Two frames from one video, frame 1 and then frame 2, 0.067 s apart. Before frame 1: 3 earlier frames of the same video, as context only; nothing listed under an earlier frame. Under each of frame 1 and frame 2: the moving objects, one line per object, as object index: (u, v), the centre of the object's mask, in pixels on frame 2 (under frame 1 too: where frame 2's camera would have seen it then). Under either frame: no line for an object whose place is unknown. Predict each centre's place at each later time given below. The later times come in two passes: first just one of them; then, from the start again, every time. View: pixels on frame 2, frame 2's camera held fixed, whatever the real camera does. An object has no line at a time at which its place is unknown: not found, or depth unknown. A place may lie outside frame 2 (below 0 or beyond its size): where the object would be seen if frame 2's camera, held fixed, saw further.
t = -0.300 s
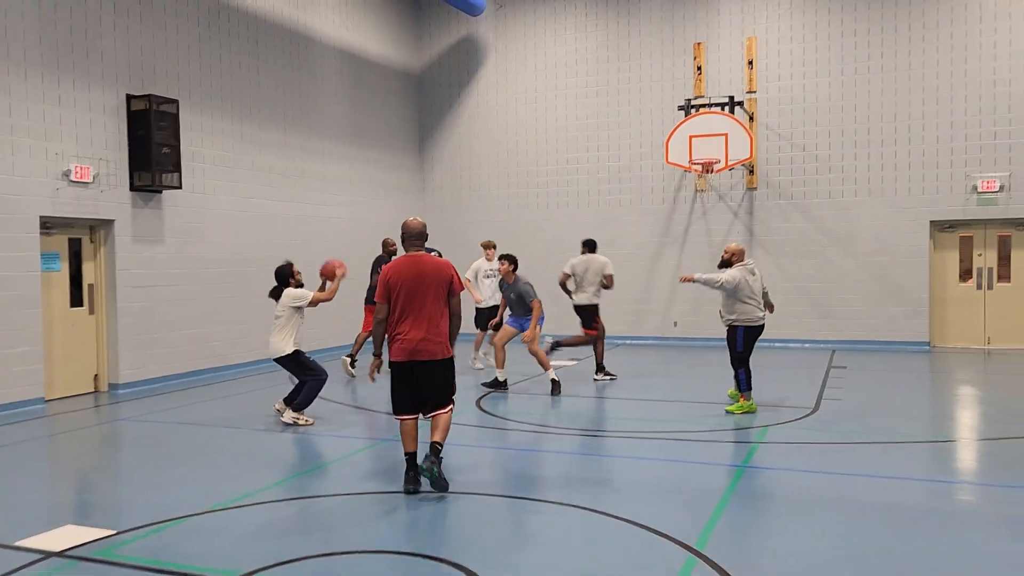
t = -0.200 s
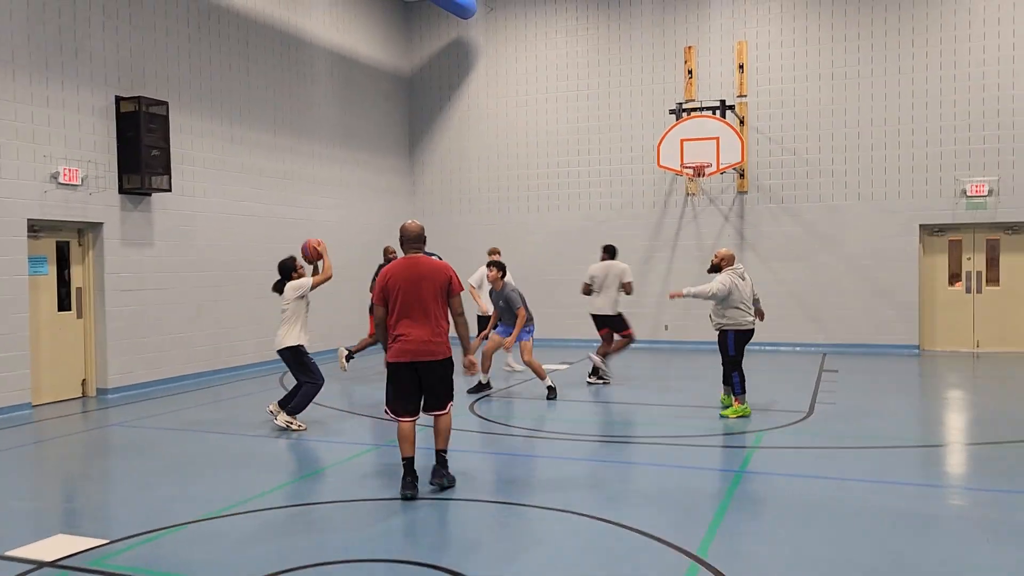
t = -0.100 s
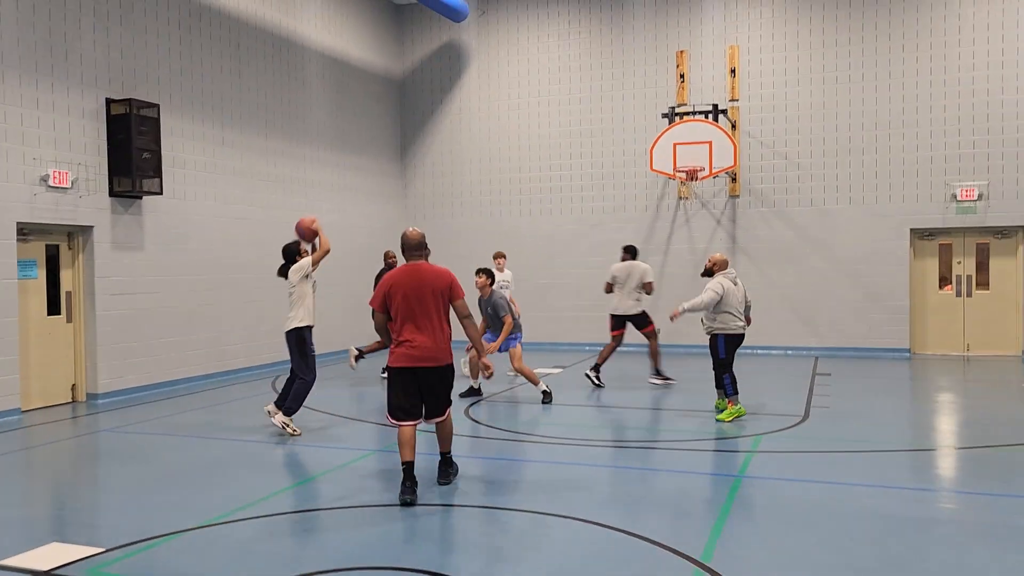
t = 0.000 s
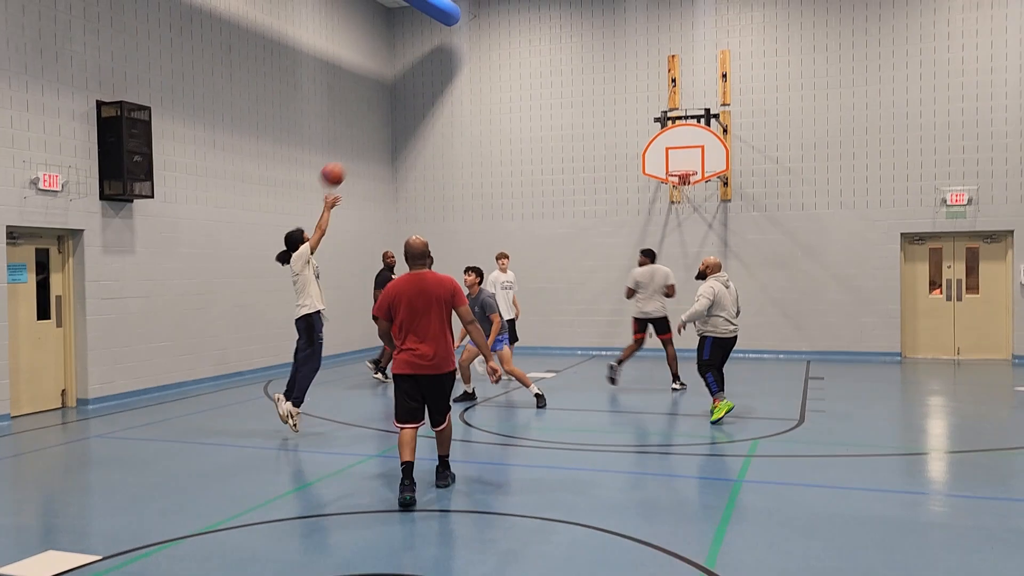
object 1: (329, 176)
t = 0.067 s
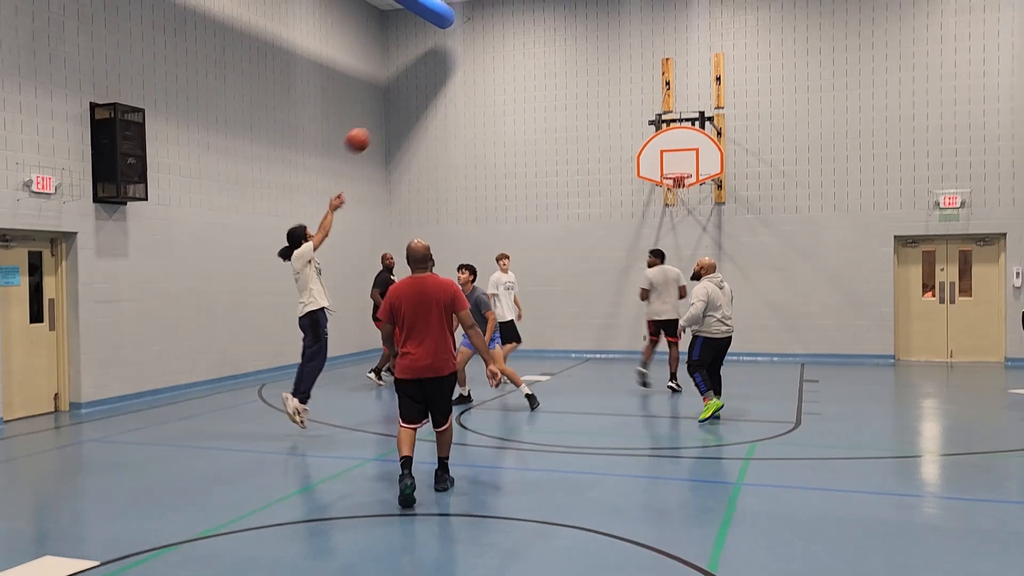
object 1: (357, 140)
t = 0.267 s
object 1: (438, 63)
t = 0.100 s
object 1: (372, 123)
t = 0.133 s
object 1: (385, 109)
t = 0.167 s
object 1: (399, 95)
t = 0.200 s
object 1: (412, 84)
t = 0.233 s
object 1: (425, 73)
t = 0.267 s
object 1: (438, 63)
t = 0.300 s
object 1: (450, 56)
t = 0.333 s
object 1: (463, 48)
